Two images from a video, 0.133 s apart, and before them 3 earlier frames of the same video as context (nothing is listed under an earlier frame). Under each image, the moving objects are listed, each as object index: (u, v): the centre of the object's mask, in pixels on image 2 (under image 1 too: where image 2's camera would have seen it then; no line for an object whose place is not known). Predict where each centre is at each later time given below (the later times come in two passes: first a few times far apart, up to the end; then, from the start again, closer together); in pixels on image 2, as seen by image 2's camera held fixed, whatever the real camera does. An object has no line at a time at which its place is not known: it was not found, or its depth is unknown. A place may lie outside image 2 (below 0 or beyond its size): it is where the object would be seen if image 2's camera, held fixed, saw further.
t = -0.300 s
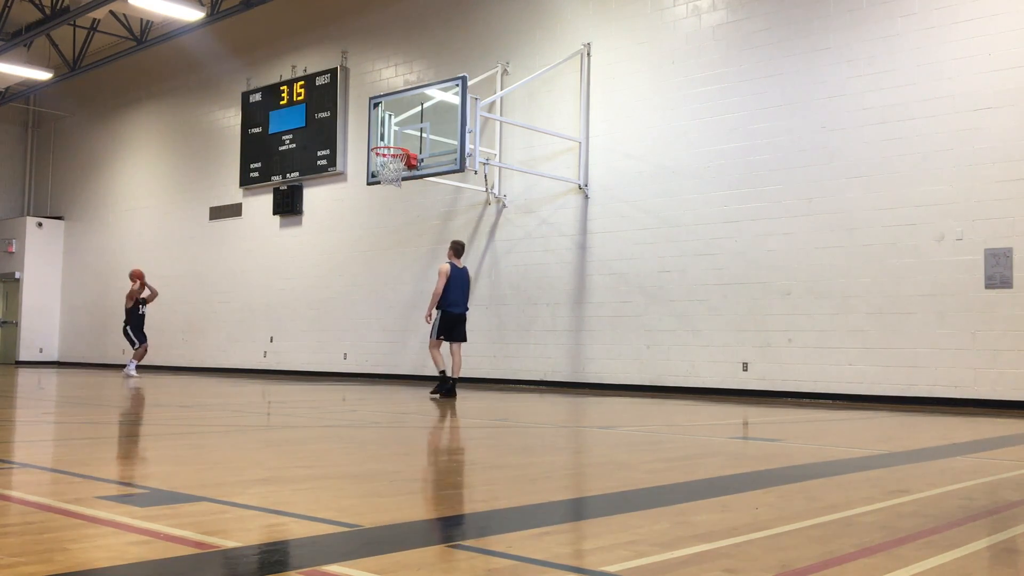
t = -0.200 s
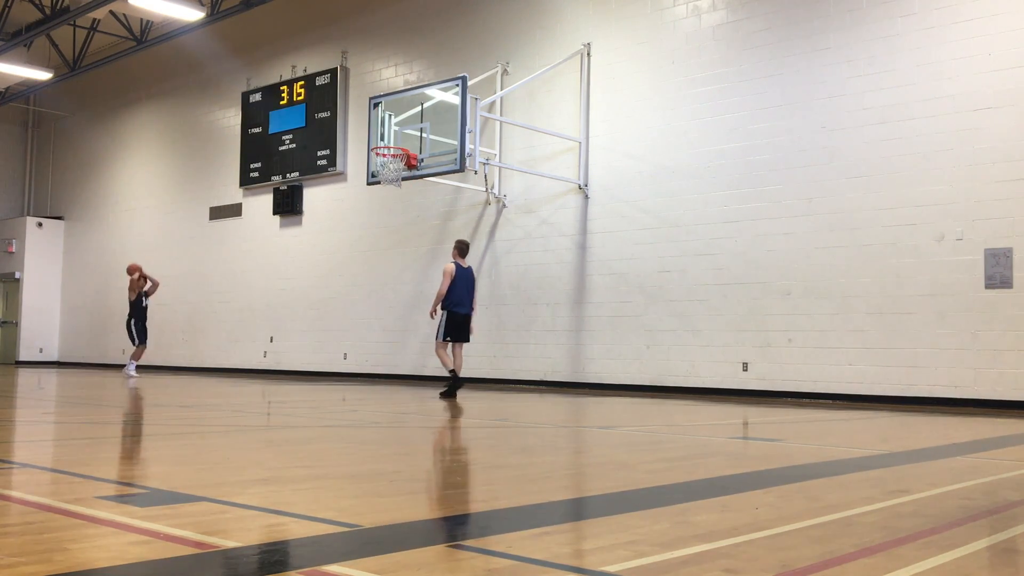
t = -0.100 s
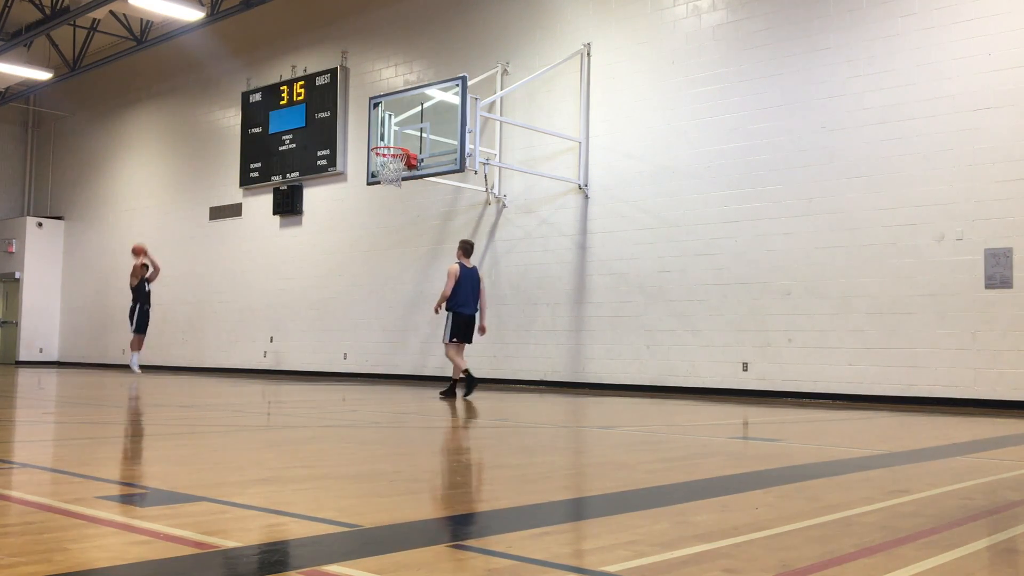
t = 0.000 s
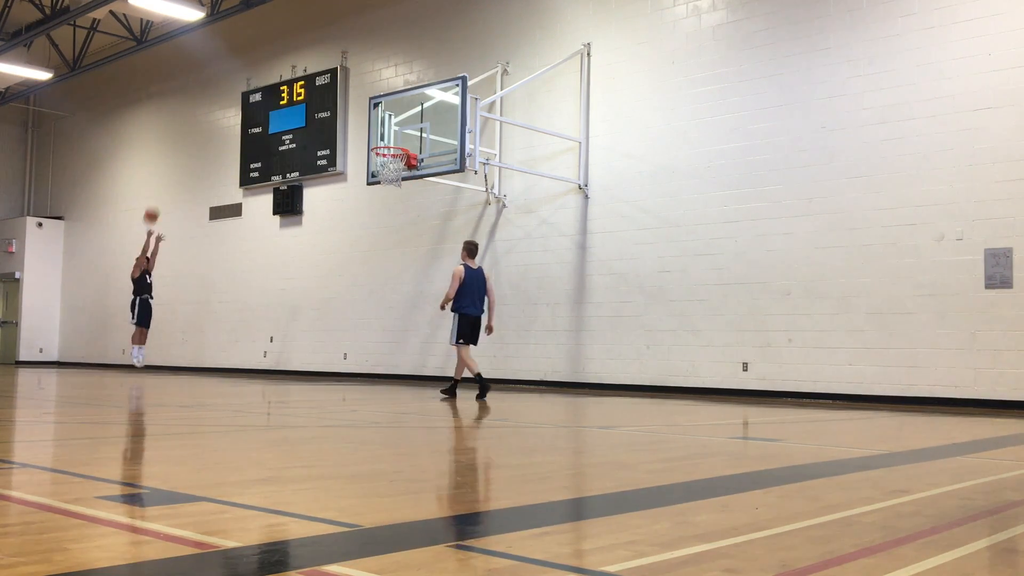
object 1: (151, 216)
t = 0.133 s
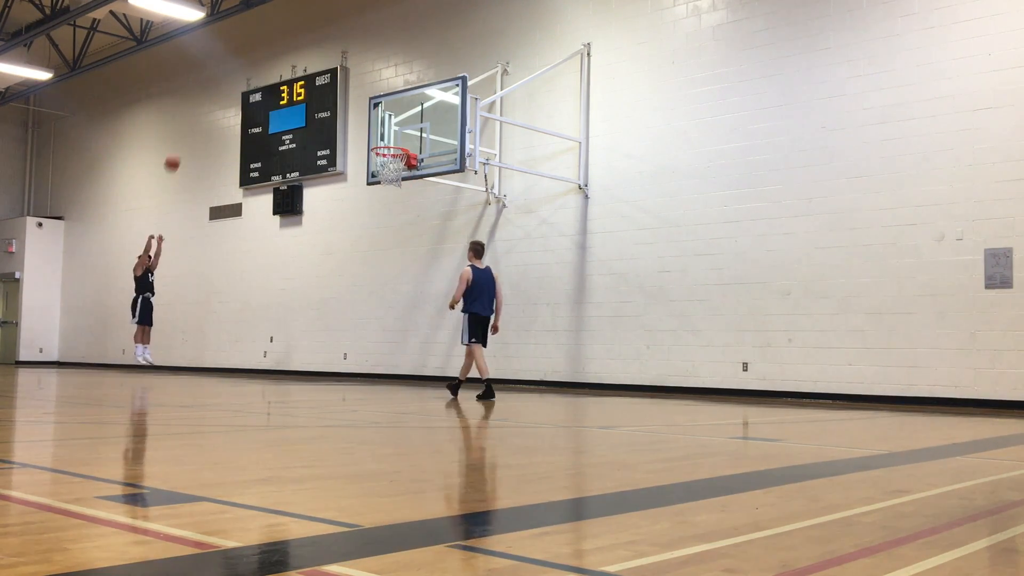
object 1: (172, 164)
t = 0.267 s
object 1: (193, 119)
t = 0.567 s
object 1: (242, 52)
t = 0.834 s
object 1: (289, 35)
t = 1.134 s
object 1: (347, 74)
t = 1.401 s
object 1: (395, 157)
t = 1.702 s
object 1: (383, 181)
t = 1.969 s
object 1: (382, 220)
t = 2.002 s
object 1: (382, 228)
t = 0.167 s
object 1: (178, 152)
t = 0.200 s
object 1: (183, 140)
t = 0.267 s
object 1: (193, 119)
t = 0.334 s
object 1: (204, 100)
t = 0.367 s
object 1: (209, 92)
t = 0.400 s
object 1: (215, 83)
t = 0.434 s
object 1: (220, 76)
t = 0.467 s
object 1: (225, 69)
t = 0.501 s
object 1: (231, 63)
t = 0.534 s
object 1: (237, 57)
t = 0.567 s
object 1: (242, 52)
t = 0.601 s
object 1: (248, 48)
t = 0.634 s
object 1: (254, 44)
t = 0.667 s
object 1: (259, 41)
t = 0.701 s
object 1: (265, 38)
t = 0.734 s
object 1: (271, 37)
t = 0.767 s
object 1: (277, 35)
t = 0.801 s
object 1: (282, 35)
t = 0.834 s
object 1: (289, 35)
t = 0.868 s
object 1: (296, 36)
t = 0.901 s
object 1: (300, 38)
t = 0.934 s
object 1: (307, 41)
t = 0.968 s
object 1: (314, 44)
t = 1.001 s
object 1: (320, 48)
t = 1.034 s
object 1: (327, 53)
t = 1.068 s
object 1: (333, 59)
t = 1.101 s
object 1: (340, 66)
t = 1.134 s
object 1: (347, 74)
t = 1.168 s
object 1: (354, 82)
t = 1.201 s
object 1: (359, 91)
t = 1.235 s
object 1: (365, 102)
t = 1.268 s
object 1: (372, 113)
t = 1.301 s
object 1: (379, 126)
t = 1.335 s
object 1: (387, 139)
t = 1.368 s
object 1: (392, 150)
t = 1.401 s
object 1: (395, 157)
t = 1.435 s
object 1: (396, 162)
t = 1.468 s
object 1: (392, 165)
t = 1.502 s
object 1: (390, 174)
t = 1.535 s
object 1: (389, 175)
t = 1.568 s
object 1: (386, 177)
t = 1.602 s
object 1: (385, 177)
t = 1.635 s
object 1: (384, 178)
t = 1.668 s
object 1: (383, 179)
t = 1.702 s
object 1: (383, 181)
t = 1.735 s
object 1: (382, 186)
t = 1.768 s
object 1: (382, 187)
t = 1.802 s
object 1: (382, 189)
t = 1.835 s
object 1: (382, 194)
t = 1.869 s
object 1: (382, 199)
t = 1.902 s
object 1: (382, 205)
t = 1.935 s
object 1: (382, 212)
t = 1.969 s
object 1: (382, 220)
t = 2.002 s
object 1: (382, 228)
